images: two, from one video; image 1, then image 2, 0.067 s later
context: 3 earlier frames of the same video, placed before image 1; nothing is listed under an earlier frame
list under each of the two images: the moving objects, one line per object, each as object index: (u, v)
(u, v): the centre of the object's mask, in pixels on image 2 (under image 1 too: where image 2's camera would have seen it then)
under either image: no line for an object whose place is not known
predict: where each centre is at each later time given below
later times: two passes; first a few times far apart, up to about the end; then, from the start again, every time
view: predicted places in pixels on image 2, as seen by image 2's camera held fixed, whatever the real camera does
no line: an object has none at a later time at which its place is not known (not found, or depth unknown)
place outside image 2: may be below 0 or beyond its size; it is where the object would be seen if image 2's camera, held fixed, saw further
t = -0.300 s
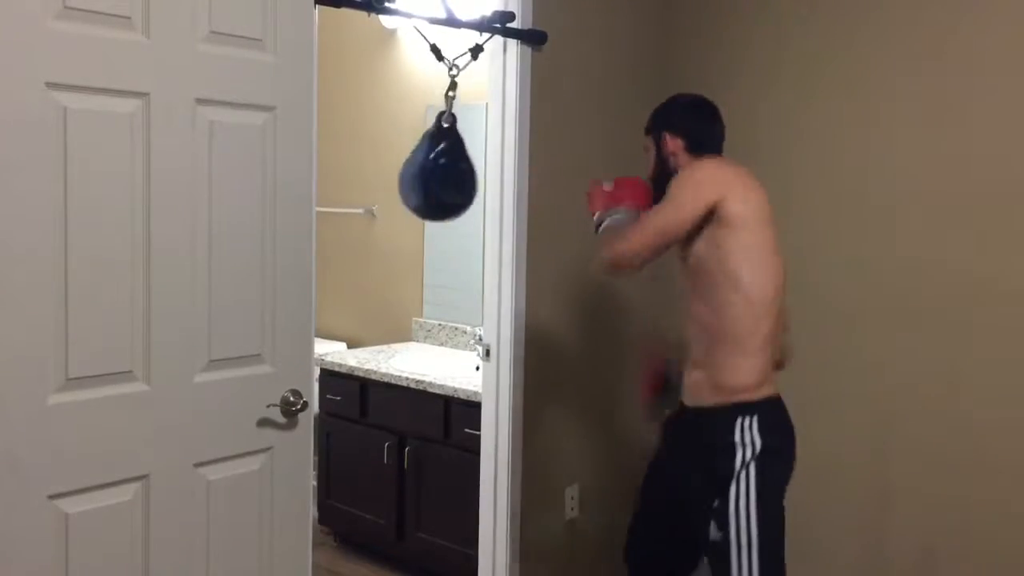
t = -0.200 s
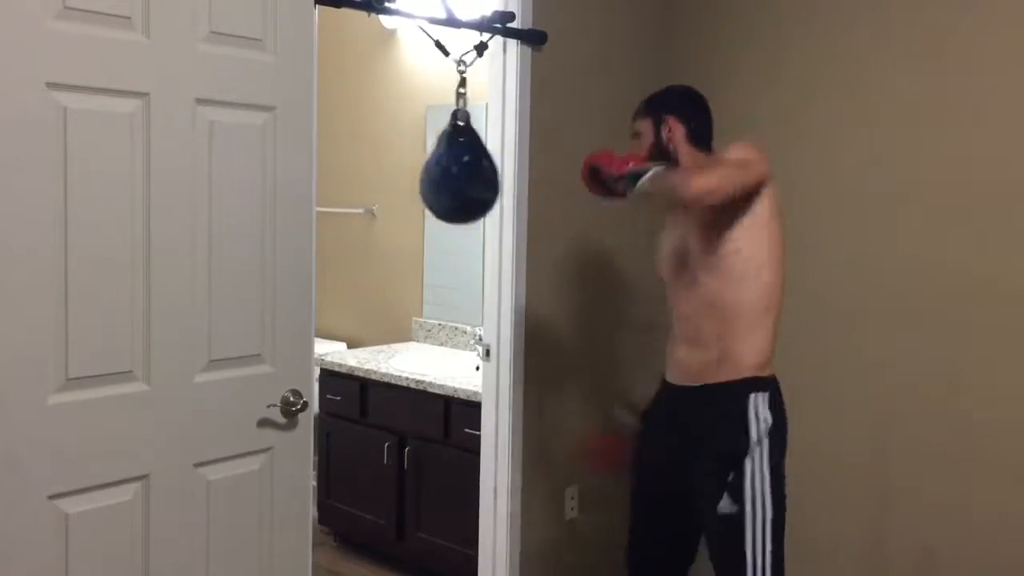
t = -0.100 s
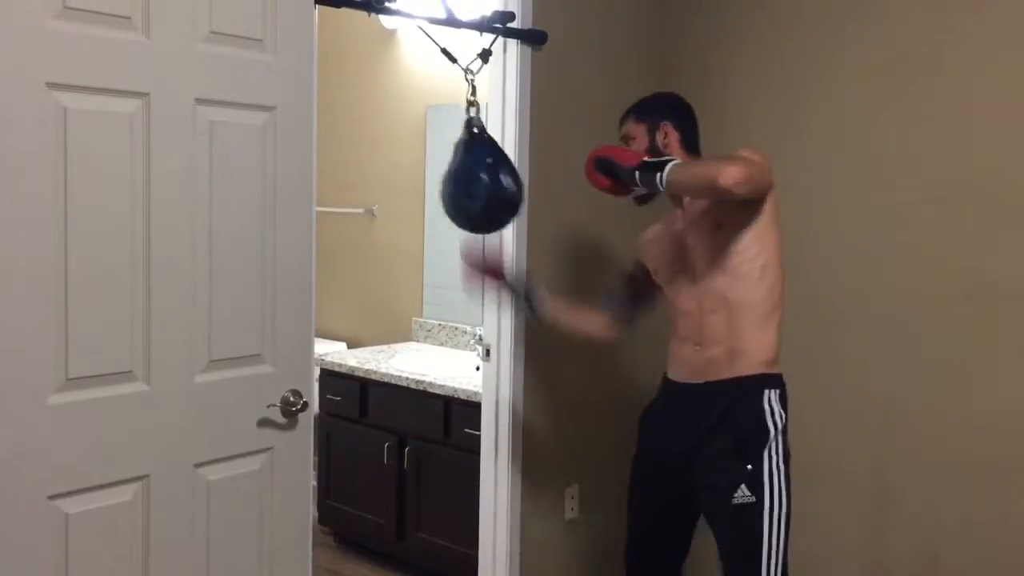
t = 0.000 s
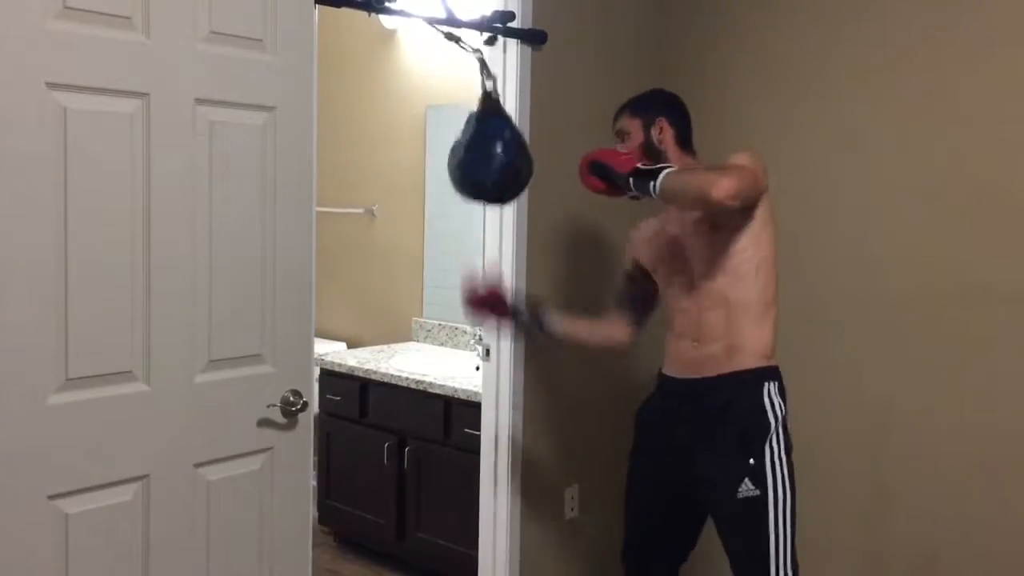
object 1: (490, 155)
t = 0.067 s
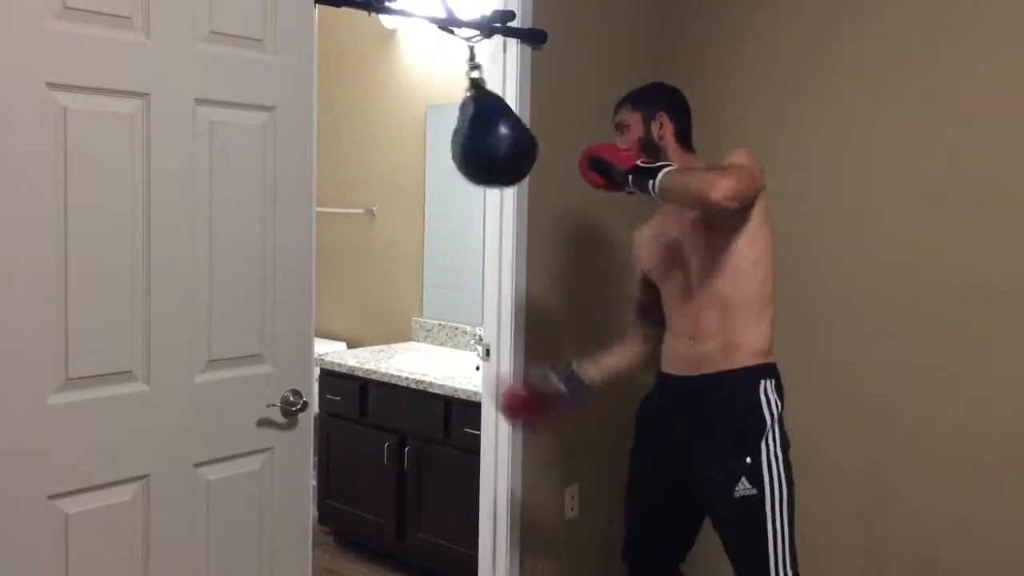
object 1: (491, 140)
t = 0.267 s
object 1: (490, 153)
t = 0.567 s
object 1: (460, 185)
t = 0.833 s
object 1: (437, 167)
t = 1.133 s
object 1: (439, 172)
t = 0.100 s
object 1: (492, 137)
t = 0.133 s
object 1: (493, 136)
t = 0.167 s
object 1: (494, 139)
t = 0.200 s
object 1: (492, 141)
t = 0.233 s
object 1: (491, 146)
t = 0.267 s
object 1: (490, 153)
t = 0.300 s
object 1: (488, 162)
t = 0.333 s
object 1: (485, 172)
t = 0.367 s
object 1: (482, 180)
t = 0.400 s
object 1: (479, 186)
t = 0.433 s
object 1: (476, 189)
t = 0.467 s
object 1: (472, 190)
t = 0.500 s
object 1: (468, 190)
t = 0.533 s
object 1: (464, 188)
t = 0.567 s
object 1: (460, 185)
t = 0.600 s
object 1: (457, 183)
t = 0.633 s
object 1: (453, 181)
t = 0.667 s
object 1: (450, 178)
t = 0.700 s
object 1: (446, 175)
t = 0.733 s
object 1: (443, 172)
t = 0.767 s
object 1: (441, 170)
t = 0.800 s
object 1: (439, 168)
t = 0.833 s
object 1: (437, 167)
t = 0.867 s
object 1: (436, 163)
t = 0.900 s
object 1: (435, 160)
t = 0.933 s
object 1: (434, 159)
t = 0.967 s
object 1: (434, 158)
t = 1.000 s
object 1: (434, 159)
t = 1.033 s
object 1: (435, 161)
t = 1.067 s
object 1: (436, 163)
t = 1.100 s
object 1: (438, 167)
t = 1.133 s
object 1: (439, 172)
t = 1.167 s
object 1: (442, 179)
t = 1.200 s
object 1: (445, 185)
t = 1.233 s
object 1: (449, 191)
